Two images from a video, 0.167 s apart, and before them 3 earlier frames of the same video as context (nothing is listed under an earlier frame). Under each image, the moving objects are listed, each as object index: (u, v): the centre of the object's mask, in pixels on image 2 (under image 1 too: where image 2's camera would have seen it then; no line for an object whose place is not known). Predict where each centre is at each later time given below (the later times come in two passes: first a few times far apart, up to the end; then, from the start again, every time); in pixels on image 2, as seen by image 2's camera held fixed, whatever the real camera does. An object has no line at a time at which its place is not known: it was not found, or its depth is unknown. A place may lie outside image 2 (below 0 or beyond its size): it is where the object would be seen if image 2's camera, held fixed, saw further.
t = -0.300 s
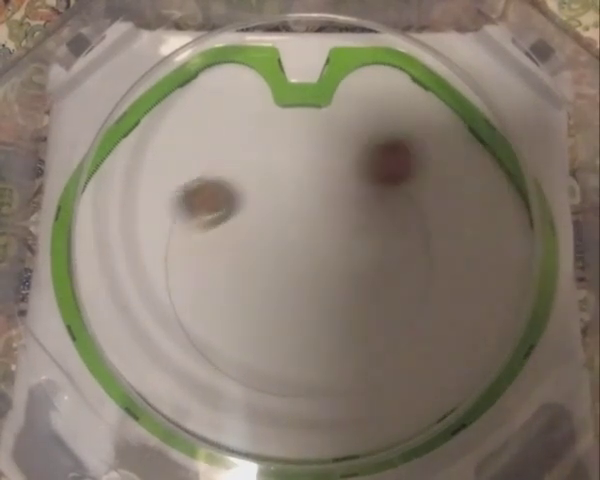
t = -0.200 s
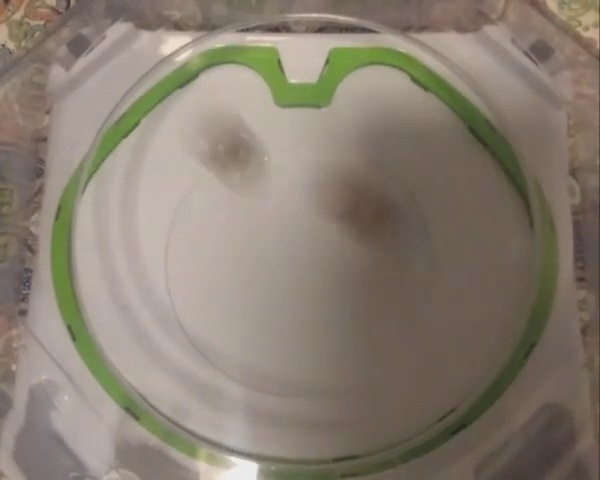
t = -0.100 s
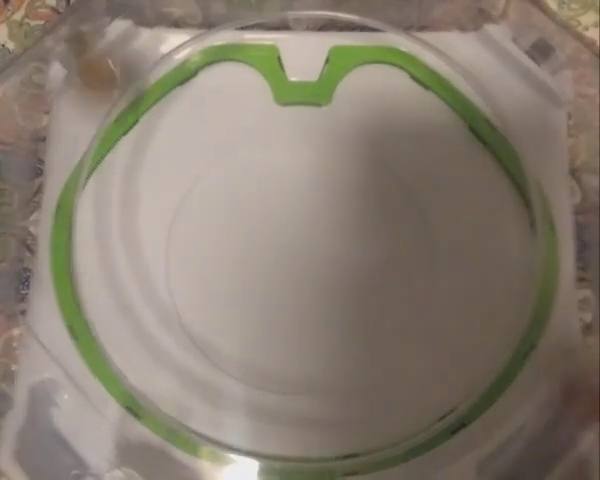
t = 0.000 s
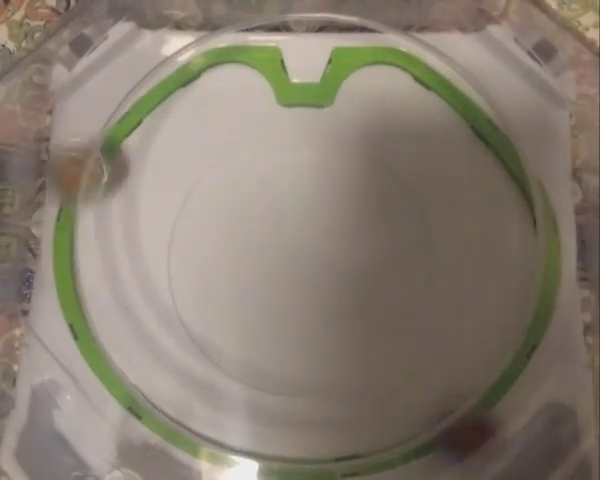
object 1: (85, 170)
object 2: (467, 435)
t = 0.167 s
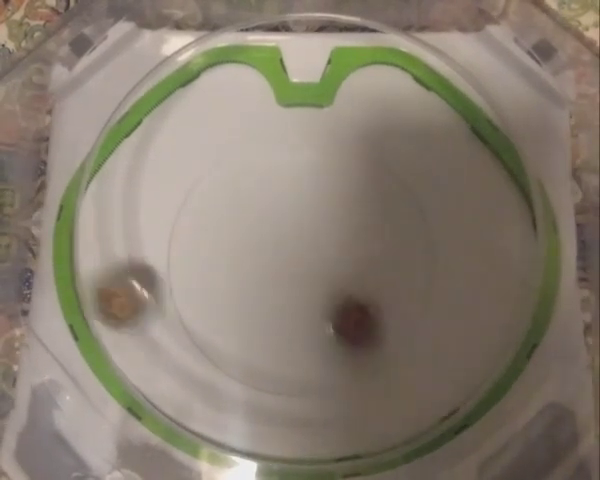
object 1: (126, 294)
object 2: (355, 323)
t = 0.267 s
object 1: (205, 335)
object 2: (298, 258)
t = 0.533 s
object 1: (391, 417)
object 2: (226, 211)
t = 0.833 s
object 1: (391, 265)
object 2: (213, 243)
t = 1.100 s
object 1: (283, 195)
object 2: (215, 219)
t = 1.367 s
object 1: (346, 194)
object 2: (260, 232)
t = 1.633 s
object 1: (409, 221)
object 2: (338, 214)
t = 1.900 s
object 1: (388, 317)
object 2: (314, 196)
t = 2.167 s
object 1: (279, 348)
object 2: (290, 274)
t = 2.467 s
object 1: (147, 327)
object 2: (396, 228)
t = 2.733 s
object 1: (226, 309)
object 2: (358, 192)
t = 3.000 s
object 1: (316, 335)
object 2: (283, 233)
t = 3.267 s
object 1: (323, 308)
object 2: (225, 263)
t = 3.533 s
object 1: (321, 249)
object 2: (239, 285)
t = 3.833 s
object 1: (376, 225)
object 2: (262, 260)
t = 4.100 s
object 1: (360, 216)
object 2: (246, 275)
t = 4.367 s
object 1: (338, 225)
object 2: (291, 263)
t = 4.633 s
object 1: (384, 214)
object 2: (235, 271)
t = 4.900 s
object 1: (327, 243)
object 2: (259, 249)
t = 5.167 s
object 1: (371, 288)
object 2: (202, 215)
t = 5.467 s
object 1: (296, 298)
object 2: (283, 246)
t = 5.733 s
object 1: (235, 266)
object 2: (362, 266)
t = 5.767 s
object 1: (232, 263)
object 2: (359, 273)
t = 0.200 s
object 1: (151, 308)
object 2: (333, 299)
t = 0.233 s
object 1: (176, 321)
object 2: (314, 276)
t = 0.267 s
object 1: (205, 335)
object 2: (298, 258)
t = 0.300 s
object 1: (231, 347)
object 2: (283, 241)
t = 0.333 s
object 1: (261, 360)
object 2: (270, 228)
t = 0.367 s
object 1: (286, 372)
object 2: (258, 217)
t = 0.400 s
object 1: (309, 387)
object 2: (248, 210)
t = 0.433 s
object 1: (334, 403)
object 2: (240, 206)
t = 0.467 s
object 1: (355, 407)
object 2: (235, 205)
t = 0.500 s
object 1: (375, 415)
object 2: (230, 207)
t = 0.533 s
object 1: (391, 417)
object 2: (226, 211)
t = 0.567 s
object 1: (405, 418)
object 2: (222, 215)
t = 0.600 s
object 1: (414, 411)
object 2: (219, 222)
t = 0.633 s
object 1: (417, 392)
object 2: (215, 227)
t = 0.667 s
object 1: (416, 366)
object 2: (213, 233)
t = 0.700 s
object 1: (413, 342)
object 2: (212, 238)
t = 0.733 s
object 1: (411, 320)
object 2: (212, 241)
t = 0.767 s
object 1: (407, 300)
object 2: (212, 242)
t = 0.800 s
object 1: (401, 284)
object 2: (213, 243)
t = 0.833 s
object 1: (391, 265)
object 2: (213, 243)
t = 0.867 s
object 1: (378, 251)
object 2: (214, 241)
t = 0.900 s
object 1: (362, 239)
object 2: (216, 238)
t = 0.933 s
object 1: (345, 231)
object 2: (218, 233)
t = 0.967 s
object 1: (326, 223)
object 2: (222, 228)
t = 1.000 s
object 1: (304, 217)
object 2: (226, 224)
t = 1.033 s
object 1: (286, 209)
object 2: (228, 220)
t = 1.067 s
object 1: (284, 201)
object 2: (221, 220)
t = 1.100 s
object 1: (283, 195)
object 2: (215, 219)
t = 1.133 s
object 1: (280, 190)
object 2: (215, 218)
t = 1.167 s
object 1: (280, 188)
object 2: (220, 219)
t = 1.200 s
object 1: (281, 189)
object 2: (229, 220)
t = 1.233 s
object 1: (286, 190)
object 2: (235, 222)
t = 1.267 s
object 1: (302, 190)
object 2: (237, 226)
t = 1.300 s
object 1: (319, 191)
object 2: (240, 229)
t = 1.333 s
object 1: (334, 193)
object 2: (248, 231)
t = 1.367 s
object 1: (346, 194)
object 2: (260, 232)
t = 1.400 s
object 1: (358, 196)
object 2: (271, 232)
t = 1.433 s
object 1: (367, 198)
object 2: (281, 231)
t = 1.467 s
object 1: (374, 200)
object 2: (292, 229)
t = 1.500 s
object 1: (383, 202)
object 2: (302, 227)
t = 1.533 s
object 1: (390, 205)
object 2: (311, 224)
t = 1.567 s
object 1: (396, 208)
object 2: (321, 221)
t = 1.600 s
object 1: (404, 214)
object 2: (330, 218)
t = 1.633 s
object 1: (409, 221)
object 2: (338, 214)
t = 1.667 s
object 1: (407, 229)
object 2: (344, 210)
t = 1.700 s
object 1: (405, 239)
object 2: (350, 204)
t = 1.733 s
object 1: (404, 249)
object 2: (349, 197)
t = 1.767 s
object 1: (404, 263)
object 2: (344, 192)
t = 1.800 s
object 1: (403, 276)
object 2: (338, 188)
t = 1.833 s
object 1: (400, 289)
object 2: (331, 187)
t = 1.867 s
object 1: (395, 305)
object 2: (323, 190)
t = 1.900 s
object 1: (388, 317)
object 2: (314, 196)
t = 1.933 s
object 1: (378, 330)
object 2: (307, 203)
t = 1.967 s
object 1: (367, 339)
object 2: (301, 213)
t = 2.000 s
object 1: (353, 346)
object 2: (296, 222)
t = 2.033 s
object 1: (338, 351)
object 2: (294, 232)
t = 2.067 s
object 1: (323, 355)
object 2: (291, 243)
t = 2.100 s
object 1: (308, 354)
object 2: (290, 254)
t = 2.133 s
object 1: (292, 352)
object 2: (290, 264)
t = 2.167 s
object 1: (279, 348)
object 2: (290, 274)
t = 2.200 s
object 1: (267, 341)
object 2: (292, 285)
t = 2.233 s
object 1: (243, 341)
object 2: (308, 284)
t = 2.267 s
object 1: (220, 339)
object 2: (332, 278)
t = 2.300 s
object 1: (198, 341)
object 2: (352, 269)
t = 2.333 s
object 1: (175, 342)
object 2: (368, 258)
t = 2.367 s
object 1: (163, 338)
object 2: (379, 249)
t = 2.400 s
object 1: (154, 335)
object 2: (387, 242)
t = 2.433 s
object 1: (148, 332)
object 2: (393, 234)
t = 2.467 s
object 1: (147, 327)
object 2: (396, 228)
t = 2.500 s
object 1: (149, 321)
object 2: (400, 220)
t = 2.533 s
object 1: (155, 315)
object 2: (400, 213)
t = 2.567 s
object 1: (161, 311)
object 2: (399, 205)
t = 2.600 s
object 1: (170, 307)
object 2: (397, 199)
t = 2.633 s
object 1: (181, 306)
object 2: (392, 194)
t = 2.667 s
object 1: (194, 305)
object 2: (380, 190)
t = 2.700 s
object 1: (209, 306)
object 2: (371, 189)
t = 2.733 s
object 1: (226, 309)
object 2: (358, 192)
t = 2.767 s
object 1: (242, 312)
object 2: (348, 196)
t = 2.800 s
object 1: (259, 316)
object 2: (339, 200)
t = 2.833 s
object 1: (272, 320)
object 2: (328, 206)
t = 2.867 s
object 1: (286, 324)
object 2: (318, 212)
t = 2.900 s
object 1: (297, 328)
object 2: (308, 217)
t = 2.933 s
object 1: (306, 331)
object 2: (300, 223)
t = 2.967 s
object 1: (312, 334)
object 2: (292, 228)
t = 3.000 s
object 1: (316, 335)
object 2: (283, 233)
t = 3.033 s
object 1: (316, 335)
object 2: (275, 238)
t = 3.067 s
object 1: (316, 334)
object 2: (267, 242)
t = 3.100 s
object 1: (317, 331)
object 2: (259, 246)
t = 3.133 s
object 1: (318, 327)
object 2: (252, 250)
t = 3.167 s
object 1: (319, 322)
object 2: (245, 253)
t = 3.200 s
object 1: (322, 317)
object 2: (238, 257)
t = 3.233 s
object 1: (323, 313)
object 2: (231, 260)
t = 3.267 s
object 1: (323, 308)
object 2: (225, 263)
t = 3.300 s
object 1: (322, 303)
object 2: (219, 267)
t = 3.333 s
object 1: (320, 296)
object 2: (213, 271)
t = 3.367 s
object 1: (318, 290)
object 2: (210, 277)
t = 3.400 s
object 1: (316, 281)
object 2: (210, 281)
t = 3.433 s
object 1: (316, 273)
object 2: (214, 285)
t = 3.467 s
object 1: (317, 265)
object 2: (220, 287)
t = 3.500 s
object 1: (319, 256)
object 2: (229, 287)
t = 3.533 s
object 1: (321, 249)
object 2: (239, 285)
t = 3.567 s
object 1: (325, 243)
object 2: (248, 283)
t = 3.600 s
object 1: (328, 238)
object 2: (258, 279)
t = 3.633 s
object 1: (332, 236)
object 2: (266, 276)
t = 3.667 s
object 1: (335, 234)
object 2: (275, 272)
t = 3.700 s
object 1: (336, 234)
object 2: (285, 268)
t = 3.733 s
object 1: (344, 233)
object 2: (287, 263)
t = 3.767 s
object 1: (356, 230)
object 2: (279, 261)
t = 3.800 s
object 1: (368, 226)
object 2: (271, 261)
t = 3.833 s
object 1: (376, 225)
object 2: (262, 260)
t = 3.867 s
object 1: (380, 223)
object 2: (257, 258)
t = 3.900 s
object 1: (381, 223)
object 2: (254, 258)
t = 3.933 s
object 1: (380, 221)
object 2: (251, 259)
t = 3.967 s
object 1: (378, 219)
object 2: (248, 262)
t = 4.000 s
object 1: (374, 219)
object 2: (245, 266)
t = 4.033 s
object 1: (370, 218)
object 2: (244, 269)
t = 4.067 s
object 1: (365, 217)
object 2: (244, 273)
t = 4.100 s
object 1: (360, 216)
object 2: (246, 275)
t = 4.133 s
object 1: (356, 214)
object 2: (250, 277)
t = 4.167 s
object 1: (354, 214)
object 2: (256, 278)
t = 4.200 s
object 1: (352, 215)
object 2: (263, 277)
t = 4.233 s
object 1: (351, 217)
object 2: (270, 275)
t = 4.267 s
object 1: (348, 220)
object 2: (277, 272)
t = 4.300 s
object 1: (344, 223)
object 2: (284, 268)
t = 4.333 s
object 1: (338, 226)
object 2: (291, 264)
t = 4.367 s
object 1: (338, 225)
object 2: (291, 263)
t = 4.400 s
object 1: (350, 220)
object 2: (272, 265)
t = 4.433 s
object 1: (361, 214)
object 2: (258, 266)
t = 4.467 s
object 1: (371, 209)
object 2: (246, 267)
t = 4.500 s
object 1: (377, 206)
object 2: (239, 268)
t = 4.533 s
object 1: (382, 206)
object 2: (236, 268)
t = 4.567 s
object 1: (384, 207)
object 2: (236, 268)
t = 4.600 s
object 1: (384, 211)
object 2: (236, 270)
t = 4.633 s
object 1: (384, 214)
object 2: (235, 271)
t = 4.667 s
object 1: (381, 219)
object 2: (235, 270)
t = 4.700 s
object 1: (374, 225)
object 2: (235, 268)
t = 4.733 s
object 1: (365, 228)
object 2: (236, 265)
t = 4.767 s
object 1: (356, 231)
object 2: (239, 261)
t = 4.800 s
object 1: (347, 234)
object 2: (244, 256)
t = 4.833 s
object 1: (339, 237)
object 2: (248, 253)
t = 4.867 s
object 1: (333, 240)
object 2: (254, 250)
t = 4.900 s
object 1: (327, 243)
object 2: (259, 249)
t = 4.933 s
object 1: (325, 244)
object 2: (262, 247)
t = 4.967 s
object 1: (340, 249)
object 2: (247, 243)
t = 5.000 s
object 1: (357, 257)
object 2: (235, 233)
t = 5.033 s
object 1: (368, 264)
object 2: (222, 228)
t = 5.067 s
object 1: (374, 271)
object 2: (212, 223)
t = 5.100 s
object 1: (375, 278)
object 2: (205, 218)
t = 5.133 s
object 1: (374, 284)
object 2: (203, 216)
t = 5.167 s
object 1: (371, 288)
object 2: (202, 215)
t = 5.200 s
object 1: (369, 292)
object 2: (206, 214)
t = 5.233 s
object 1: (365, 295)
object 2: (210, 215)
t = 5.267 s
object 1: (359, 299)
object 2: (217, 218)
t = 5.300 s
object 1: (353, 301)
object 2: (226, 224)
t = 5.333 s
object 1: (344, 303)
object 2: (236, 230)
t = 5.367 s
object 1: (334, 302)
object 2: (247, 235)
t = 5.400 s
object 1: (322, 302)
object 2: (257, 240)
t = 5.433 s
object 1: (309, 301)
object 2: (270, 243)
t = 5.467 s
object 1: (296, 298)
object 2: (283, 246)
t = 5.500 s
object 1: (284, 297)
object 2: (297, 247)
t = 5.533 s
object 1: (273, 295)
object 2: (312, 246)
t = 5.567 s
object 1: (262, 290)
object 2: (326, 247)
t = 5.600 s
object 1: (255, 283)
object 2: (339, 250)
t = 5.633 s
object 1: (248, 278)
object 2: (349, 254)
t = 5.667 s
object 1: (243, 274)
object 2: (355, 259)
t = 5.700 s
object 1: (239, 270)
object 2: (361, 261)
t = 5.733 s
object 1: (235, 266)
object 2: (362, 266)
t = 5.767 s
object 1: (232, 263)
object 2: (359, 273)
